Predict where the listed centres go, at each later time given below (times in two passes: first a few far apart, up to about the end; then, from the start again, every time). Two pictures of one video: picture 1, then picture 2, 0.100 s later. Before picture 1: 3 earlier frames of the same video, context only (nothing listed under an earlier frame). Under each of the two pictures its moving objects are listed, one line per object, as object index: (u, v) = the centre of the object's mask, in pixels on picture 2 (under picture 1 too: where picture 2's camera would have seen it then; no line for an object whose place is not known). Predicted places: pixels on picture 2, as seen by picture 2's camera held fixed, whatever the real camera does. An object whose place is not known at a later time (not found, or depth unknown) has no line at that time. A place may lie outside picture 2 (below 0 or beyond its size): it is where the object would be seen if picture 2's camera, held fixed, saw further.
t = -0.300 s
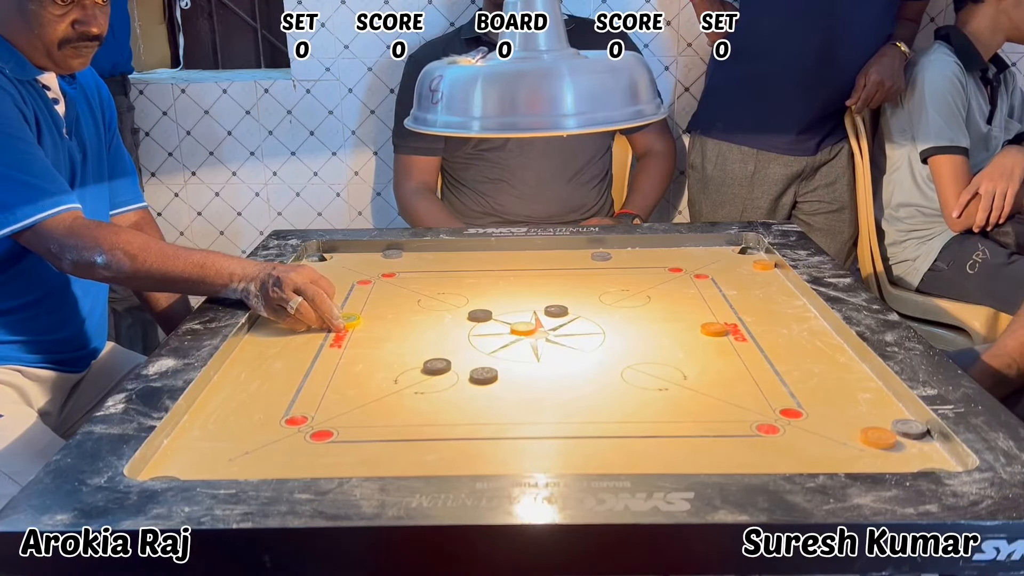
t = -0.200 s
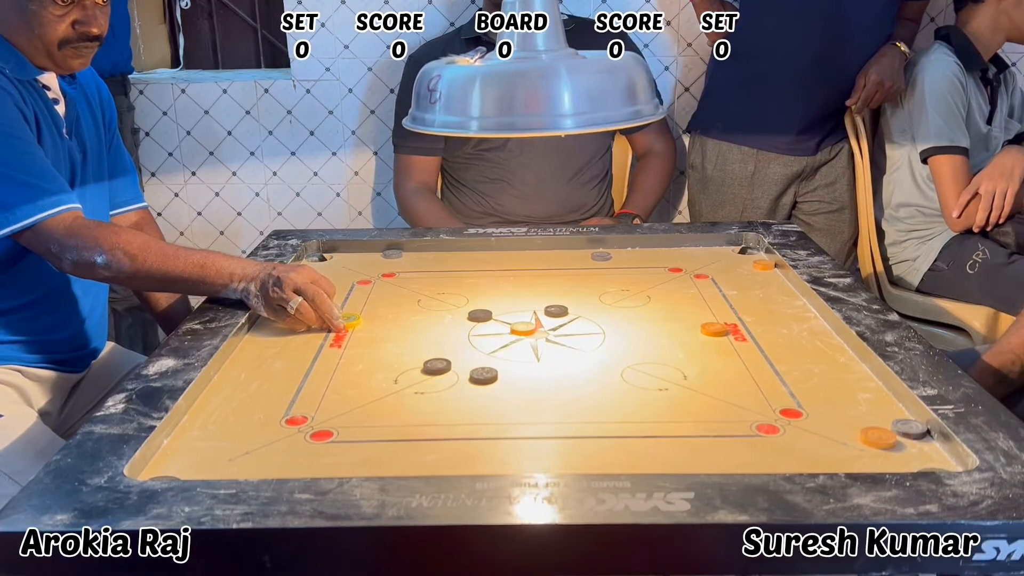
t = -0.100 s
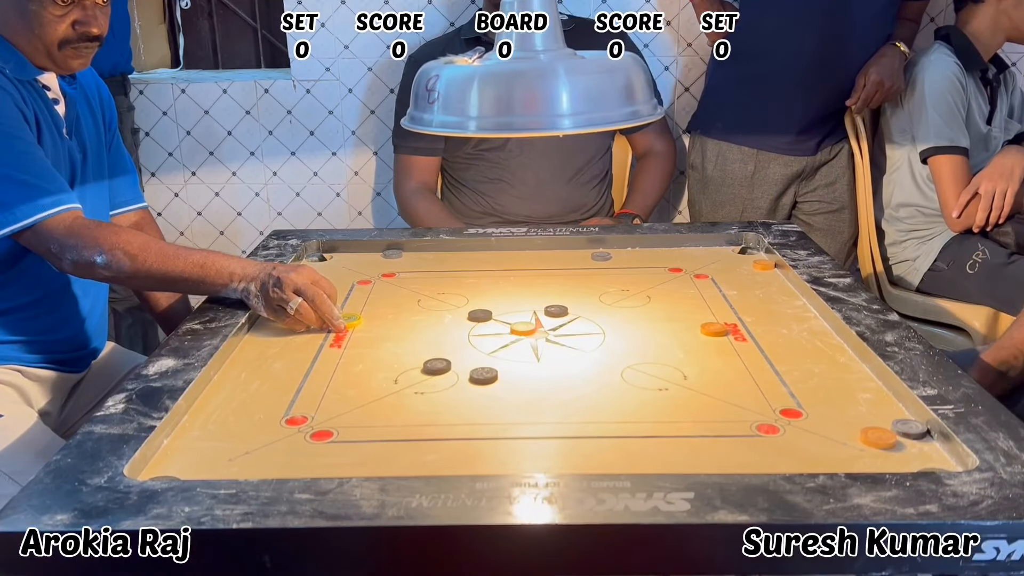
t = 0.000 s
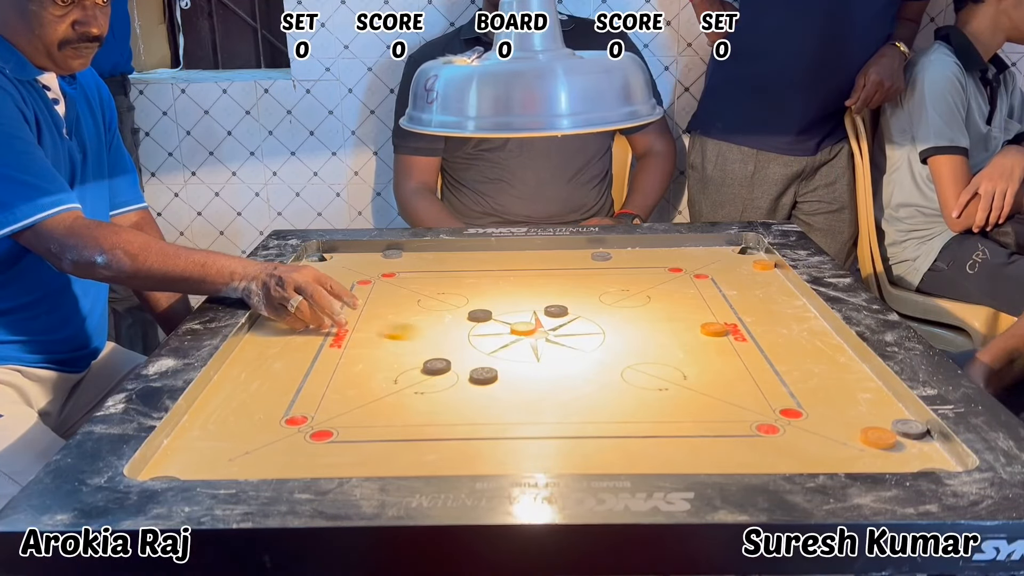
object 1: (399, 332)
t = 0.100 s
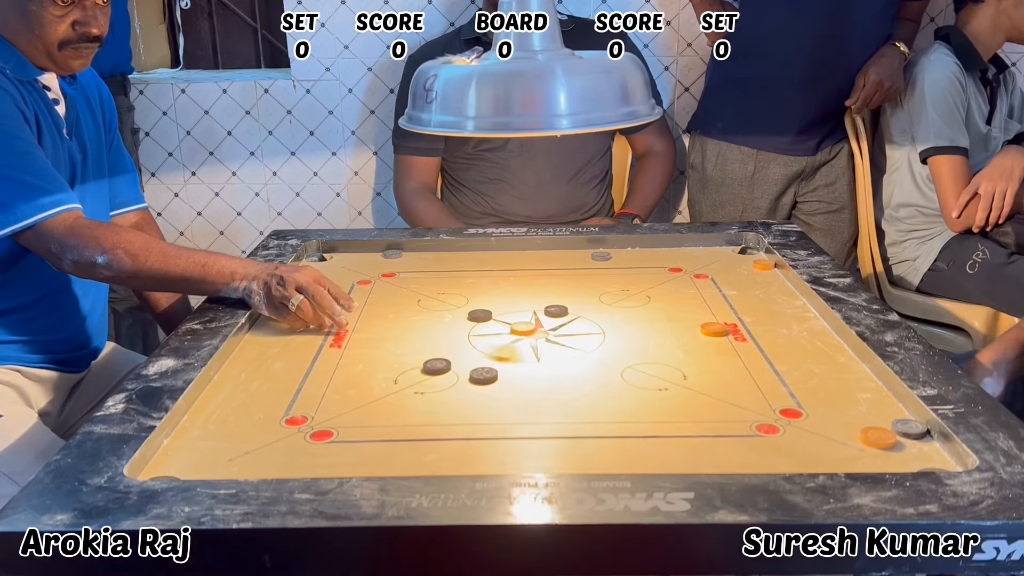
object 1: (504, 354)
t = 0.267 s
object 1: (693, 391)
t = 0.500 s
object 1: (860, 422)
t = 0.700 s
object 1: (853, 420)
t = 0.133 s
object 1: (542, 362)
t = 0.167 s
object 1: (581, 367)
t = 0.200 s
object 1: (617, 375)
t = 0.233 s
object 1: (657, 384)
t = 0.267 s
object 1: (693, 391)
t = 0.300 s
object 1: (734, 400)
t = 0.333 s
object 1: (773, 407)
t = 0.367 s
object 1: (812, 416)
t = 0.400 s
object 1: (850, 423)
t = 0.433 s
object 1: (867, 424)
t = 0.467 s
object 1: (863, 423)
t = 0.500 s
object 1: (860, 422)
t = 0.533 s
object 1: (857, 421)
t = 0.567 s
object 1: (855, 421)
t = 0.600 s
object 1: (854, 420)
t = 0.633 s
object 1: (853, 420)
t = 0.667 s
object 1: (853, 420)
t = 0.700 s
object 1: (853, 420)
